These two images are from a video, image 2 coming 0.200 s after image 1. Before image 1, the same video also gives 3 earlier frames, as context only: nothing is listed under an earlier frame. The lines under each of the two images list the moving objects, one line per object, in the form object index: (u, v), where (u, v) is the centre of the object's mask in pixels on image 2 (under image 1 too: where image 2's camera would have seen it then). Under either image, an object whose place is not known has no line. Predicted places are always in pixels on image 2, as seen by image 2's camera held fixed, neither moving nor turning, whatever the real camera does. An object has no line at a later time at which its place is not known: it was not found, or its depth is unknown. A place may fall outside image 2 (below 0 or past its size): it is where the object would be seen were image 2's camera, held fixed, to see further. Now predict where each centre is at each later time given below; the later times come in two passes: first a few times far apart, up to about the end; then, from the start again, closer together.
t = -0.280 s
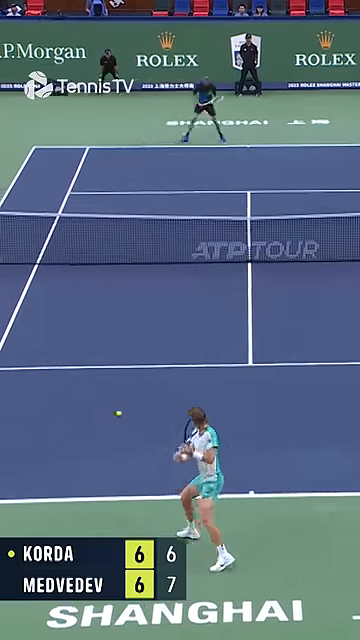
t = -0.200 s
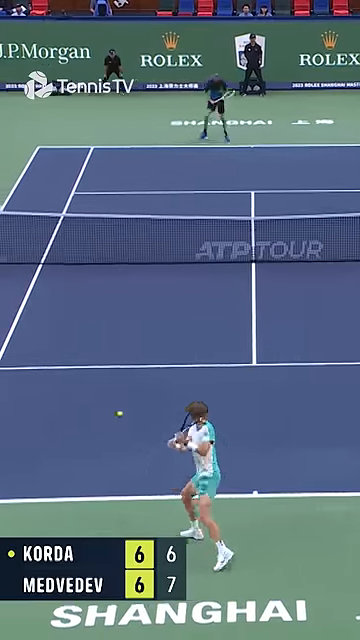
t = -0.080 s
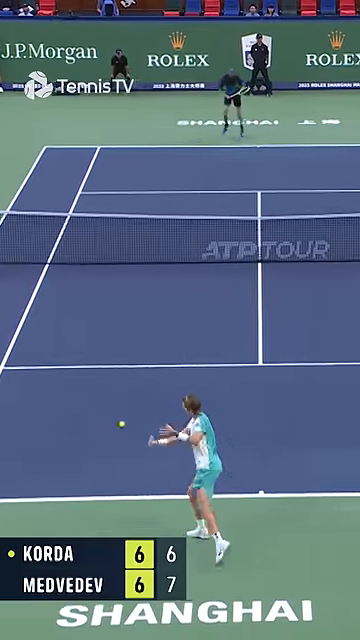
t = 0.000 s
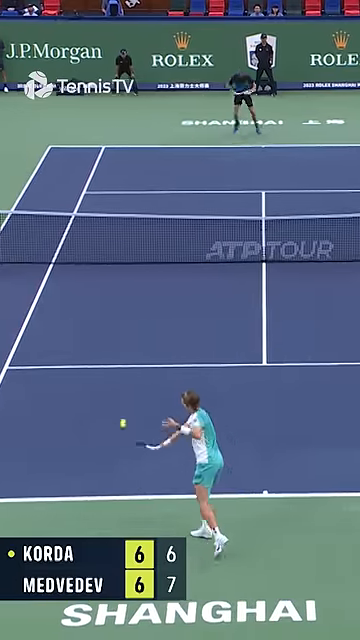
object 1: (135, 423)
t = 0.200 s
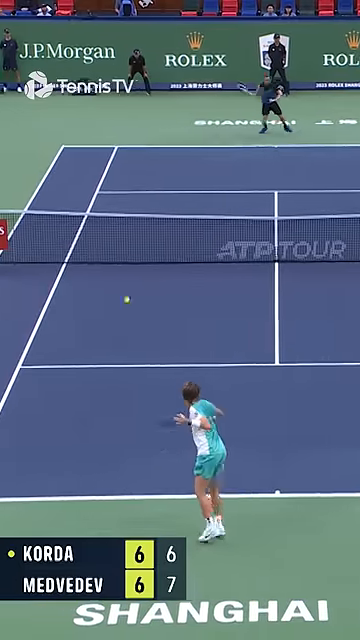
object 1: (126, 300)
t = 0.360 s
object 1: (122, 238)
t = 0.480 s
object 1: (121, 206)
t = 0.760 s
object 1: (117, 172)
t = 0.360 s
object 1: (122, 238)
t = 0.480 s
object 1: (121, 206)
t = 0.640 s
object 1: (119, 181)
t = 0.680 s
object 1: (118, 177)
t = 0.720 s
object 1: (118, 174)
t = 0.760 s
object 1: (117, 172)
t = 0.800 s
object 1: (118, 171)
